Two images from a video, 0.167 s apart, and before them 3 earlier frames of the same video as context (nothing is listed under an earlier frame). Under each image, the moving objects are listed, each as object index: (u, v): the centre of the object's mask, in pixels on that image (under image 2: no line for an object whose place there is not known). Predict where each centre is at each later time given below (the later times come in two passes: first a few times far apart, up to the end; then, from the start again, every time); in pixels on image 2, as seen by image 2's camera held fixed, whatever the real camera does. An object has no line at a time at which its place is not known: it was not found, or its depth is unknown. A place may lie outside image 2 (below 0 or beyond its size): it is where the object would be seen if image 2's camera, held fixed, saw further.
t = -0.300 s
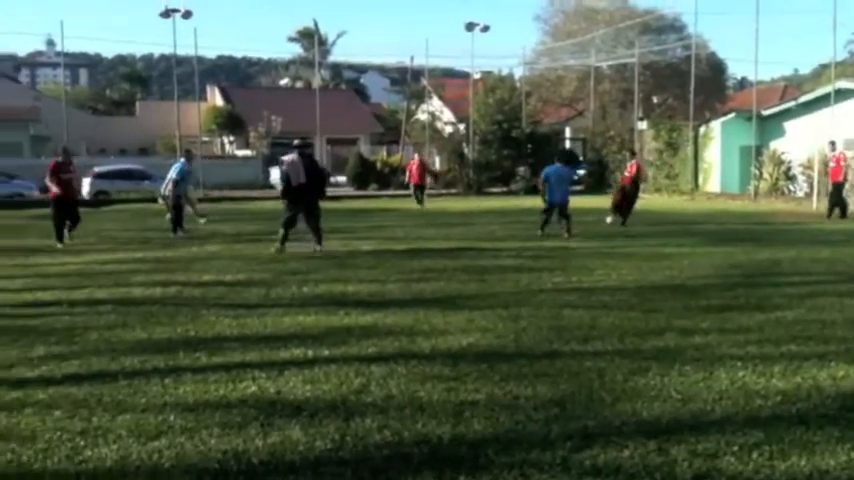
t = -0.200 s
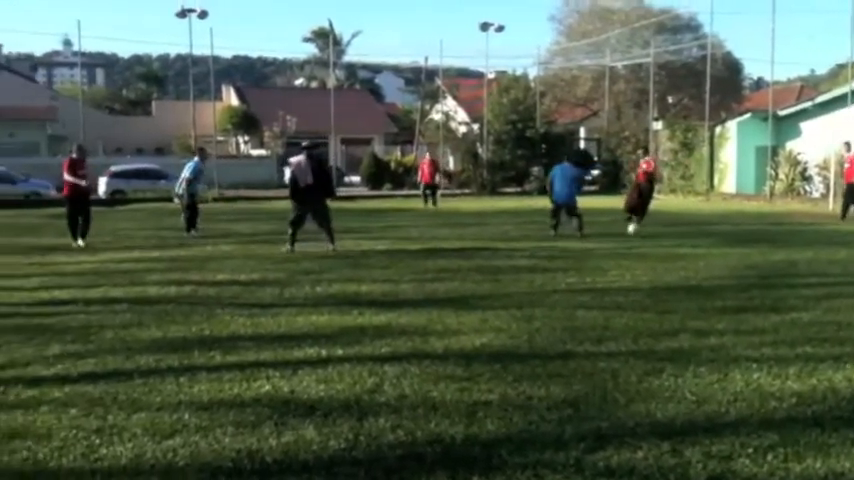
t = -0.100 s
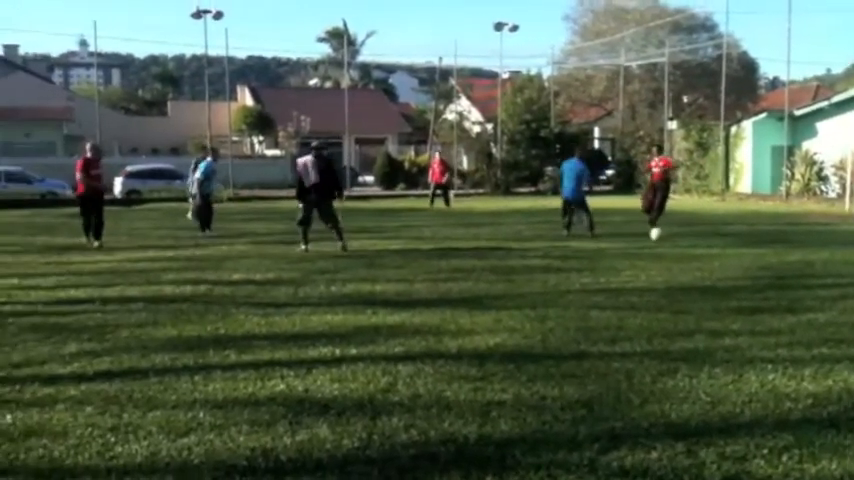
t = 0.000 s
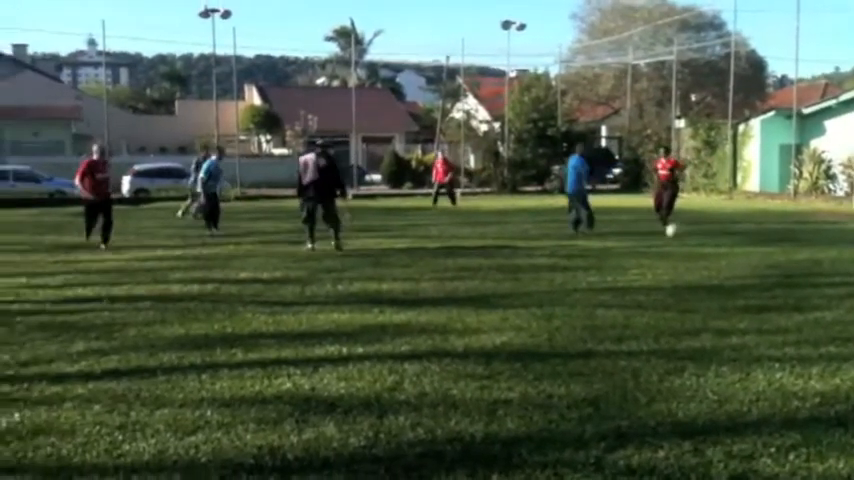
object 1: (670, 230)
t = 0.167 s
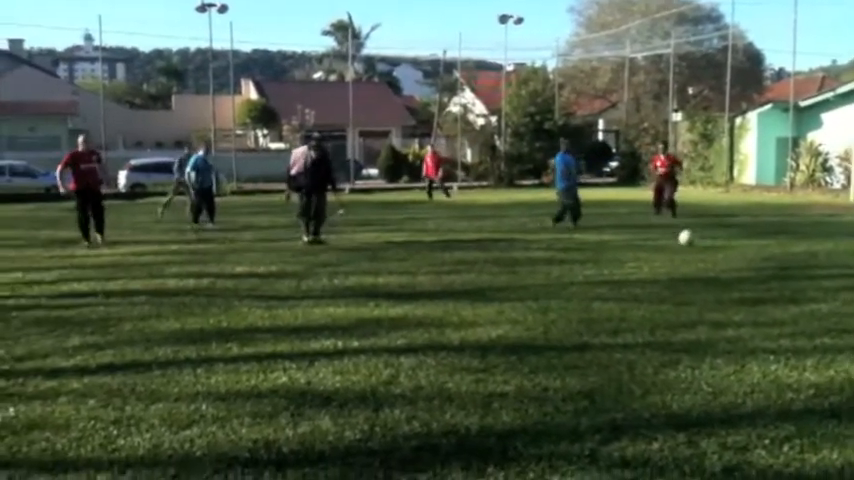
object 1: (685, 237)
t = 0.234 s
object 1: (691, 241)
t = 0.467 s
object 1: (711, 236)
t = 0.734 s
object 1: (740, 265)
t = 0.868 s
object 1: (764, 273)
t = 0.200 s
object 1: (688, 242)
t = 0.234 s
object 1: (691, 241)
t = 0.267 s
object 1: (694, 238)
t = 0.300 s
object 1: (697, 236)
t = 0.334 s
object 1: (699, 234)
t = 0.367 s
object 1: (702, 233)
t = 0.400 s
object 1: (705, 233)
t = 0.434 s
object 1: (708, 235)
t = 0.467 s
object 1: (711, 236)
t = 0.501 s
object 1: (715, 240)
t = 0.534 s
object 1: (717, 245)
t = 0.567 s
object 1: (720, 249)
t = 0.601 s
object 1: (722, 256)
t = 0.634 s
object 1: (726, 265)
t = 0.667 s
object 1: (730, 268)
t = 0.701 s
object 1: (735, 265)
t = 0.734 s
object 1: (740, 265)
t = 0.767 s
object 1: (745, 265)
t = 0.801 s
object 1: (751, 266)
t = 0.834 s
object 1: (758, 269)
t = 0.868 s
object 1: (764, 273)
